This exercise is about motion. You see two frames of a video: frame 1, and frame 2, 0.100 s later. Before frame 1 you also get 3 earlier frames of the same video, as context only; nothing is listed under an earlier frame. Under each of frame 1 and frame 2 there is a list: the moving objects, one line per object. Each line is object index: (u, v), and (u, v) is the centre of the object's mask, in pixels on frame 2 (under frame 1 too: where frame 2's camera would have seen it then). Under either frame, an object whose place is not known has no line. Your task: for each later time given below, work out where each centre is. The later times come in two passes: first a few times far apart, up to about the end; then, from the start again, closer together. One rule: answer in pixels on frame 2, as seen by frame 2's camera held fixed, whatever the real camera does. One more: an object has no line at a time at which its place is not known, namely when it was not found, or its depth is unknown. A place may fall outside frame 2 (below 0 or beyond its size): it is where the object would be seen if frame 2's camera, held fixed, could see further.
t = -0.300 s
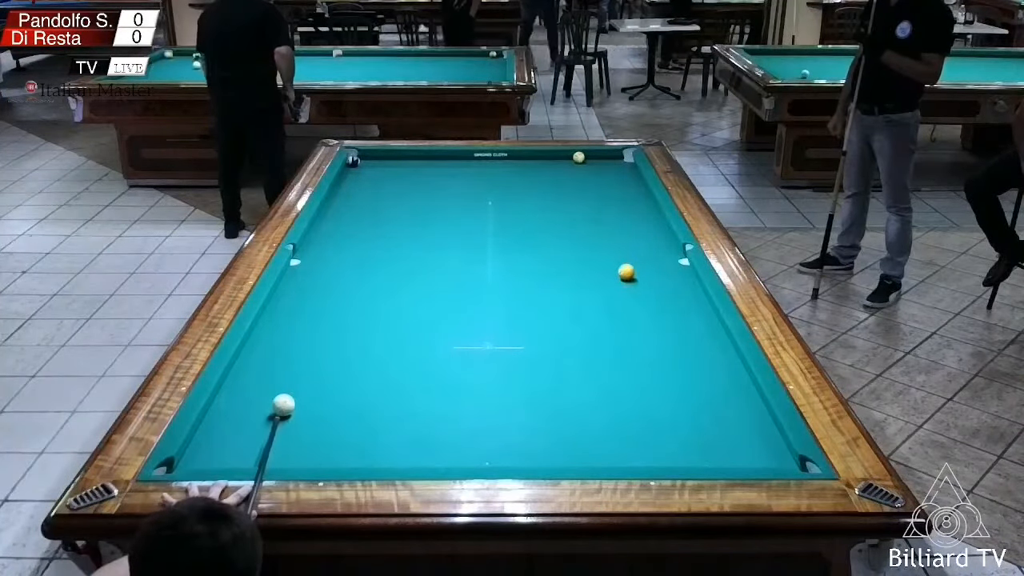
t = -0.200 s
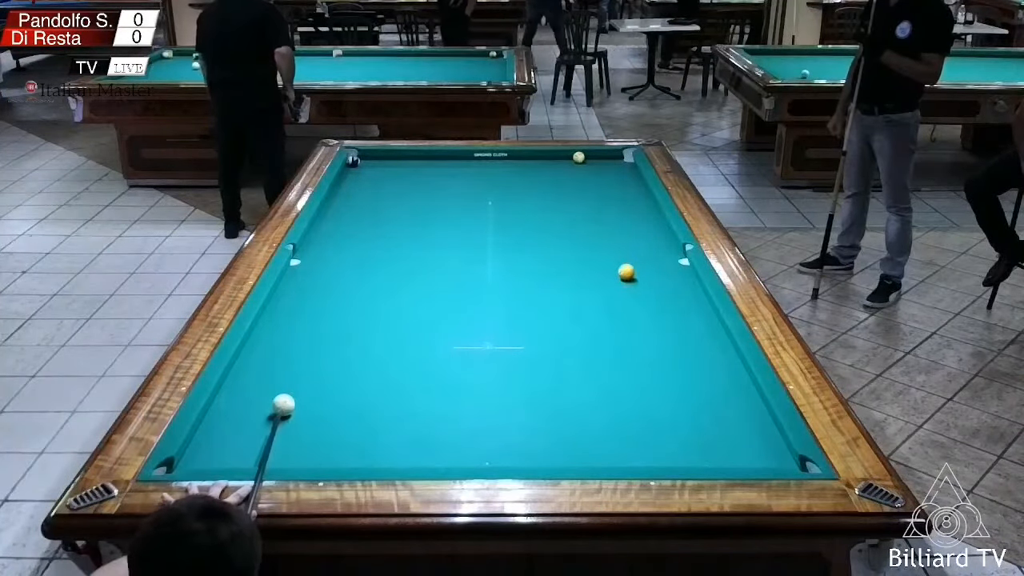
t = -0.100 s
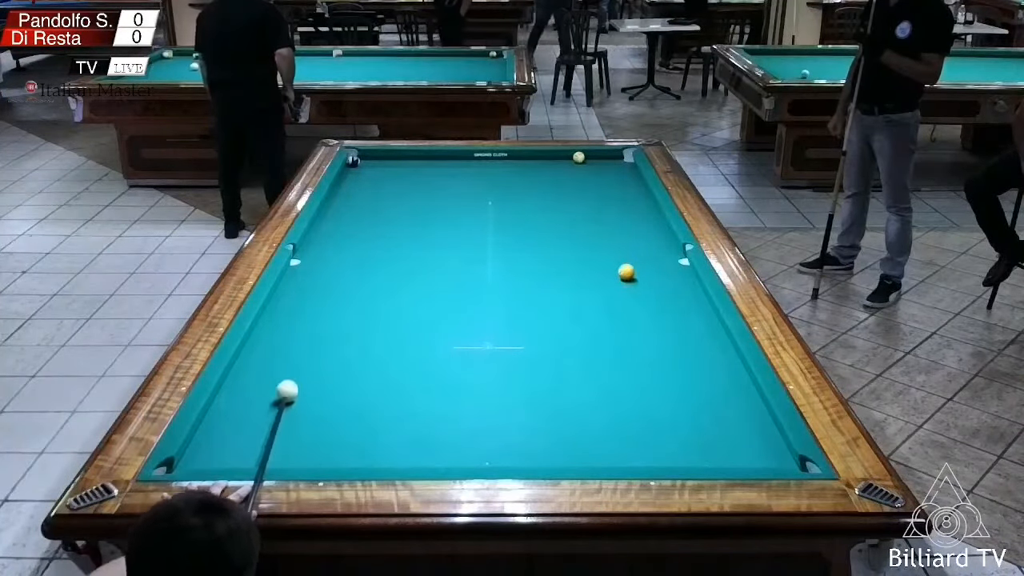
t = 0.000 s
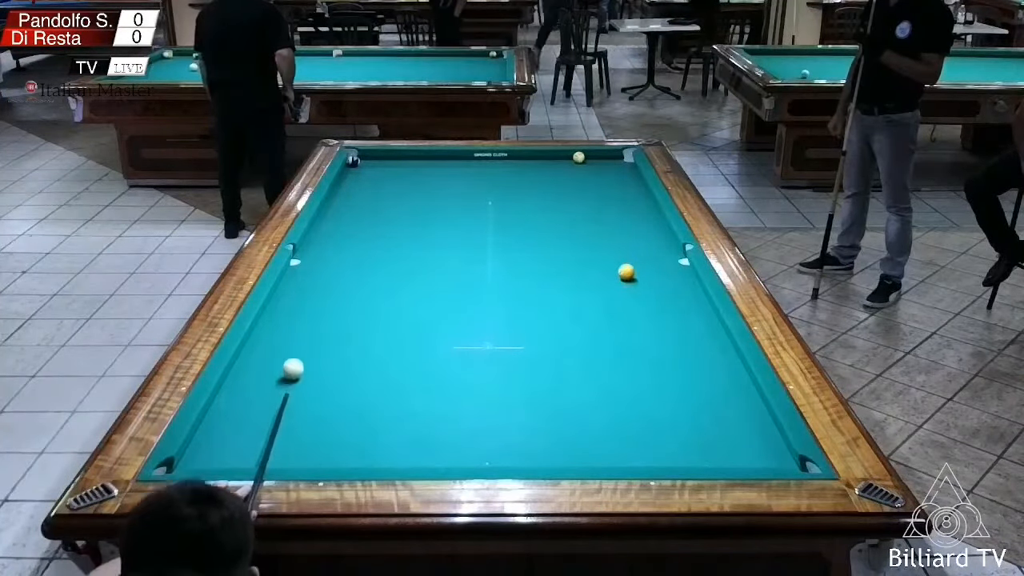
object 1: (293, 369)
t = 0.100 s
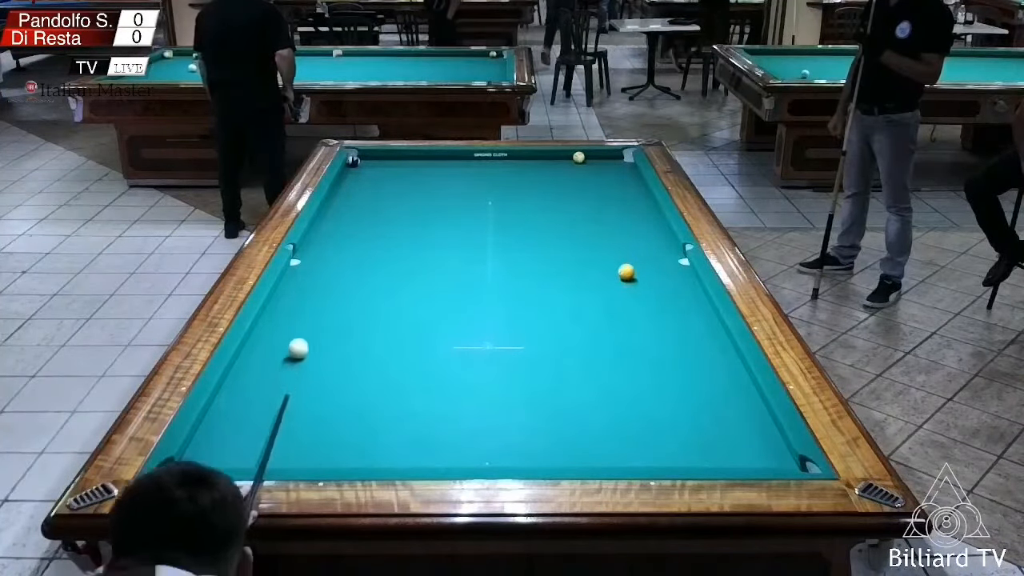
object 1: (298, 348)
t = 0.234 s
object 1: (304, 324)
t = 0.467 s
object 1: (314, 287)
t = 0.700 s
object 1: (321, 257)
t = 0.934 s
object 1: (328, 232)
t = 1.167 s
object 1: (333, 210)
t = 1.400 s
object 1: (338, 191)
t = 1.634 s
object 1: (348, 172)
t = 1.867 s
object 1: (357, 163)
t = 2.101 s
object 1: (368, 159)
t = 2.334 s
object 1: (377, 156)
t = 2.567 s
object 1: (383, 157)
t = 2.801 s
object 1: (389, 159)
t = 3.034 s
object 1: (394, 161)
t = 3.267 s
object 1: (398, 163)
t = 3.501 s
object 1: (403, 164)
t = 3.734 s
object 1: (407, 166)
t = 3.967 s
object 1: (411, 168)
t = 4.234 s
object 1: (415, 169)
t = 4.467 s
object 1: (419, 170)
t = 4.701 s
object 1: (422, 171)
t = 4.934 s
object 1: (425, 173)
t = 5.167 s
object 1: (429, 173)
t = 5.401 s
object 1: (431, 174)
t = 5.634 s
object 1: (433, 175)
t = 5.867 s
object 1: (435, 176)
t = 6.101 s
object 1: (436, 176)
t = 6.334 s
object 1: (438, 177)
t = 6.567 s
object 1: (438, 177)
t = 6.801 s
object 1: (439, 177)
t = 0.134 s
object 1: (300, 342)
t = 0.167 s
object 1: (301, 336)
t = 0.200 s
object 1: (303, 330)
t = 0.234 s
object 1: (304, 324)
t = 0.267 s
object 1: (306, 318)
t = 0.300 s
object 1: (308, 310)
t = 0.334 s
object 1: (308, 307)
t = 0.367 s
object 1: (310, 302)
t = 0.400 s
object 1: (311, 297)
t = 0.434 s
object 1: (312, 292)
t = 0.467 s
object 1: (314, 287)
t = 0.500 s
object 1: (315, 283)
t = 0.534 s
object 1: (316, 278)
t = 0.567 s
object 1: (317, 274)
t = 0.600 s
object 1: (318, 269)
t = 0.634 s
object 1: (319, 265)
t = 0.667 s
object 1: (320, 261)
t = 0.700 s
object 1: (321, 257)
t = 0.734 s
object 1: (322, 253)
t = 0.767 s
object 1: (323, 250)
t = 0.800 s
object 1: (324, 246)
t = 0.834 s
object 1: (325, 242)
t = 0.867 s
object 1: (326, 238)
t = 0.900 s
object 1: (327, 235)
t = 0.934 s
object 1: (328, 232)
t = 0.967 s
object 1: (329, 228)
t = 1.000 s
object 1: (329, 225)
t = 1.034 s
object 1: (330, 222)
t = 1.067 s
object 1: (330, 220)
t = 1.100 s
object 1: (332, 216)
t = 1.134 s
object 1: (332, 213)
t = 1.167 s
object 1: (333, 210)
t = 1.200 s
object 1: (334, 207)
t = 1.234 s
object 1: (335, 204)
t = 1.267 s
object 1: (335, 201)
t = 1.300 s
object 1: (336, 198)
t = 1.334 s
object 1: (336, 196)
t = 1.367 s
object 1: (337, 193)
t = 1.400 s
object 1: (338, 191)
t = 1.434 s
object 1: (339, 187)
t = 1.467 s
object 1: (340, 183)
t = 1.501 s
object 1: (341, 181)
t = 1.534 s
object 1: (343, 179)
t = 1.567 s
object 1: (345, 176)
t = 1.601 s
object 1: (346, 174)
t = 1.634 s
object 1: (348, 172)
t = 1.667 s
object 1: (349, 170)
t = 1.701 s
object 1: (351, 168)
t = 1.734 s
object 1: (352, 166)
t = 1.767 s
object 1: (353, 165)
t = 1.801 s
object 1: (354, 163)
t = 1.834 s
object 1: (356, 164)
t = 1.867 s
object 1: (357, 163)
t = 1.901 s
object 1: (360, 162)
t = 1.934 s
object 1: (361, 161)
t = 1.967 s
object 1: (363, 161)
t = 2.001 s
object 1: (364, 161)
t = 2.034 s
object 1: (365, 160)
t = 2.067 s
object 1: (367, 160)
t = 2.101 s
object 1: (368, 159)
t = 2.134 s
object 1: (369, 159)
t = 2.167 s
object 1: (370, 158)
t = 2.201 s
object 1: (372, 158)
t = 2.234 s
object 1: (373, 158)
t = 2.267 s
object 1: (375, 157)
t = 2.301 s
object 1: (377, 157)
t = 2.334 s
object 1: (377, 156)
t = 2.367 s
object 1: (379, 156)
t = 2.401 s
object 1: (380, 156)
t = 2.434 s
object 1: (381, 156)
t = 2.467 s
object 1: (381, 157)
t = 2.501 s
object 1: (382, 157)
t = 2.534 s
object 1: (383, 157)
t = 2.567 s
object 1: (383, 157)
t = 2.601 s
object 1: (384, 158)
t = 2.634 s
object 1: (385, 158)
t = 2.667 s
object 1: (386, 158)
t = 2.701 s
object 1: (387, 158)
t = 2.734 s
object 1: (388, 159)
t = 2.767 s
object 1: (388, 159)
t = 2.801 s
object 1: (389, 159)
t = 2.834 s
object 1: (390, 160)
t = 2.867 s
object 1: (390, 160)
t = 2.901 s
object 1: (391, 160)
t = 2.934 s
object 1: (391, 160)
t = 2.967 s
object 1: (392, 161)
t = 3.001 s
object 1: (393, 161)
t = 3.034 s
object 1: (394, 161)
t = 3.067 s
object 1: (395, 161)
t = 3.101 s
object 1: (395, 162)
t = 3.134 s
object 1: (396, 162)
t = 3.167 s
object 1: (397, 162)
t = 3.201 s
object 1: (397, 162)
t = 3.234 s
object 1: (398, 163)
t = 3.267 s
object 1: (398, 163)
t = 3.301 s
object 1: (399, 163)
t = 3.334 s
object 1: (400, 163)
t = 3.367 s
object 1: (400, 164)
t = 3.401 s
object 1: (401, 164)
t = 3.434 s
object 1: (402, 164)
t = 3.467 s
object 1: (403, 164)
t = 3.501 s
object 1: (403, 164)
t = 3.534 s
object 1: (404, 165)
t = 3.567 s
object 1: (404, 165)
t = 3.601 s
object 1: (405, 165)
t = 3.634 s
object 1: (405, 165)
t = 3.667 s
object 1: (406, 166)
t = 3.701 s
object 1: (406, 166)
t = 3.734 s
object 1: (407, 166)
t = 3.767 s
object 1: (407, 166)
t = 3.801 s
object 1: (408, 167)
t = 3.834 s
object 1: (409, 167)
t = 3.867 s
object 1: (409, 167)
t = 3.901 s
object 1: (410, 167)
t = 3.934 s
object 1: (411, 167)
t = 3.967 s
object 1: (411, 168)
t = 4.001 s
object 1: (412, 168)
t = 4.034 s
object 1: (412, 168)
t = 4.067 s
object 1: (413, 168)
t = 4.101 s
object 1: (413, 168)
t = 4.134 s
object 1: (414, 169)
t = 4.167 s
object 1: (414, 169)
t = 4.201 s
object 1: (415, 169)
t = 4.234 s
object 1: (415, 169)
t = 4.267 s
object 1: (416, 170)
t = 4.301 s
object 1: (417, 170)
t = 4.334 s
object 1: (417, 170)
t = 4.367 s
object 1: (417, 170)
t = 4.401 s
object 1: (418, 170)
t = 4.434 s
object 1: (419, 170)
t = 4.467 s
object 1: (419, 170)
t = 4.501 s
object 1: (419, 171)
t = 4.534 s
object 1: (420, 171)
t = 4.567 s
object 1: (421, 171)
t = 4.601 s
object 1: (421, 171)
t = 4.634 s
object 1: (421, 171)
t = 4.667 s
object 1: (422, 171)
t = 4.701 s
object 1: (422, 171)
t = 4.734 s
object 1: (423, 172)
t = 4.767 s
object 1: (423, 172)
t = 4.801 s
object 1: (424, 172)
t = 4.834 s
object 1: (424, 172)
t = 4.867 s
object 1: (425, 172)
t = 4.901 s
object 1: (425, 172)
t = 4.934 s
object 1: (425, 173)
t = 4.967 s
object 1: (426, 173)
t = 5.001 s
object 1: (426, 173)
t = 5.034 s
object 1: (427, 173)
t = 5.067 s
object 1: (427, 173)
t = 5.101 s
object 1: (428, 173)
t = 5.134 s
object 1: (428, 173)
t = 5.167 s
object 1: (429, 173)
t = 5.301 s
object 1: (426, 174)
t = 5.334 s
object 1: (430, 174)
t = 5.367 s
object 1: (430, 174)
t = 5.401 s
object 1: (431, 174)
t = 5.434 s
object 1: (431, 174)
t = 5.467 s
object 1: (431, 174)
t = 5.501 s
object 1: (432, 174)
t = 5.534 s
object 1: (432, 175)
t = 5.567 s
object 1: (432, 175)
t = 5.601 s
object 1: (433, 175)
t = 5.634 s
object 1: (433, 175)
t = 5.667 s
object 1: (433, 175)
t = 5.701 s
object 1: (433, 175)
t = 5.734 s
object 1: (433, 175)
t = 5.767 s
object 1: (433, 175)
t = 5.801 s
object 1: (434, 175)
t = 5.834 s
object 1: (434, 175)
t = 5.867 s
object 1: (435, 176)
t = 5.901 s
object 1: (435, 176)
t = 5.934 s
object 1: (435, 176)
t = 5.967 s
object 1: (435, 176)
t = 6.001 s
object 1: (435, 176)
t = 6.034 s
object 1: (436, 176)
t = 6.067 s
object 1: (436, 176)
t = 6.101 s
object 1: (436, 176)
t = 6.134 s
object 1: (436, 176)
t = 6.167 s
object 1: (437, 176)
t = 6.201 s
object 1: (437, 176)
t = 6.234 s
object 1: (437, 176)
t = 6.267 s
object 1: (437, 177)
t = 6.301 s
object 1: (438, 177)
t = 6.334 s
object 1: (438, 177)
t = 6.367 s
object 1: (438, 177)
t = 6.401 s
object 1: (438, 177)
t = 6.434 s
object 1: (438, 177)
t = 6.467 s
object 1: (438, 177)
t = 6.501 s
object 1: (438, 177)
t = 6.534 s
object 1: (438, 177)
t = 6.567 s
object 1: (438, 177)
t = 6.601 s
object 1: (438, 177)
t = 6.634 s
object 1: (439, 177)
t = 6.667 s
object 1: (439, 177)
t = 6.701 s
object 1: (439, 177)
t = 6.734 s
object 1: (439, 177)
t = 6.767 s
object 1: (439, 177)
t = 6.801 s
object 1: (439, 177)
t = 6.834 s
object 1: (439, 177)
